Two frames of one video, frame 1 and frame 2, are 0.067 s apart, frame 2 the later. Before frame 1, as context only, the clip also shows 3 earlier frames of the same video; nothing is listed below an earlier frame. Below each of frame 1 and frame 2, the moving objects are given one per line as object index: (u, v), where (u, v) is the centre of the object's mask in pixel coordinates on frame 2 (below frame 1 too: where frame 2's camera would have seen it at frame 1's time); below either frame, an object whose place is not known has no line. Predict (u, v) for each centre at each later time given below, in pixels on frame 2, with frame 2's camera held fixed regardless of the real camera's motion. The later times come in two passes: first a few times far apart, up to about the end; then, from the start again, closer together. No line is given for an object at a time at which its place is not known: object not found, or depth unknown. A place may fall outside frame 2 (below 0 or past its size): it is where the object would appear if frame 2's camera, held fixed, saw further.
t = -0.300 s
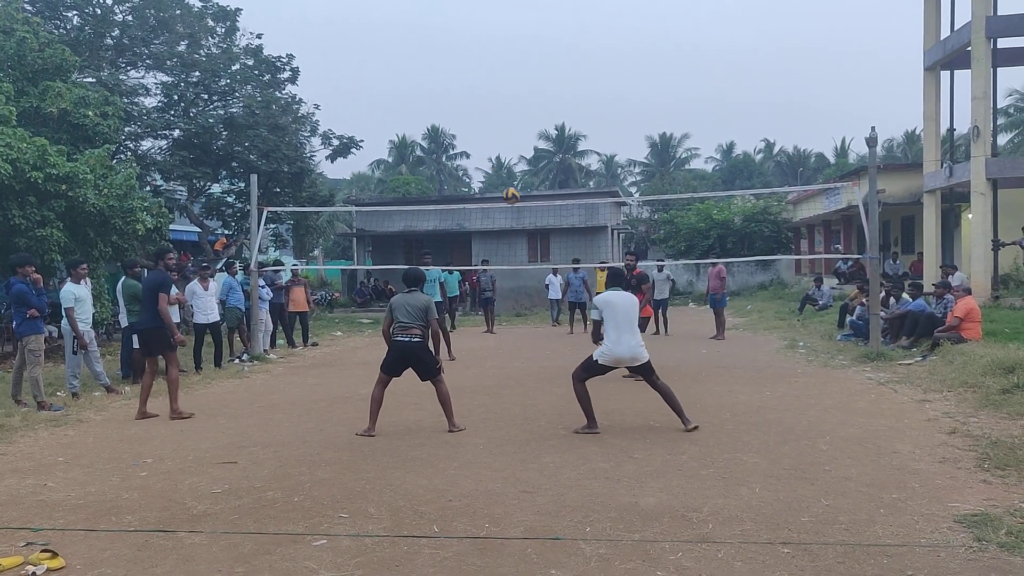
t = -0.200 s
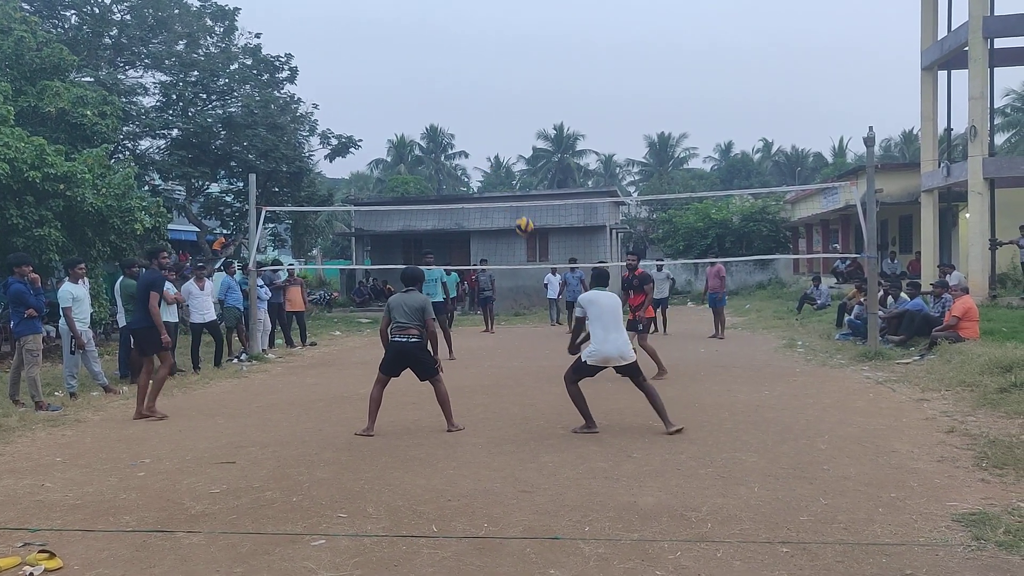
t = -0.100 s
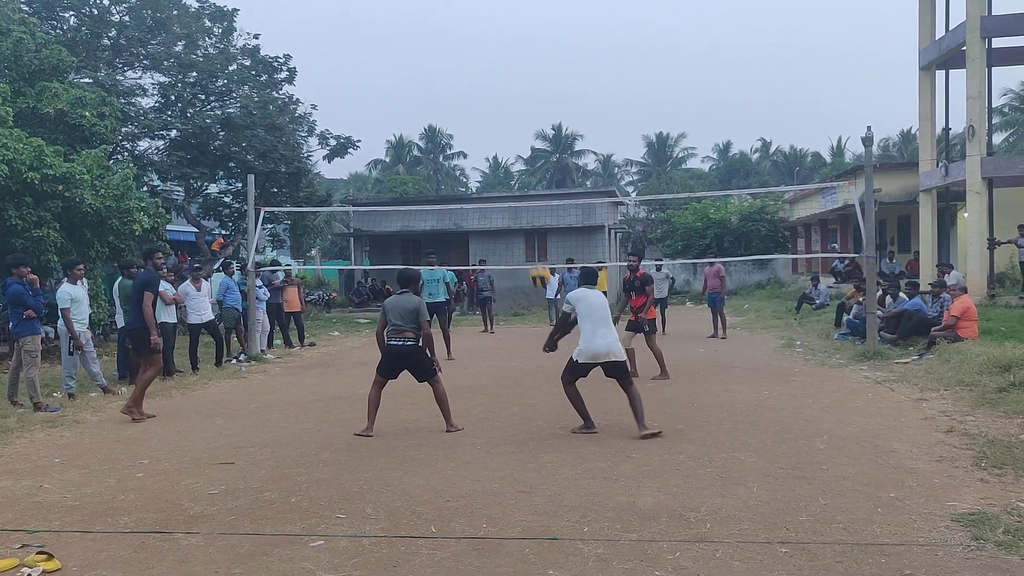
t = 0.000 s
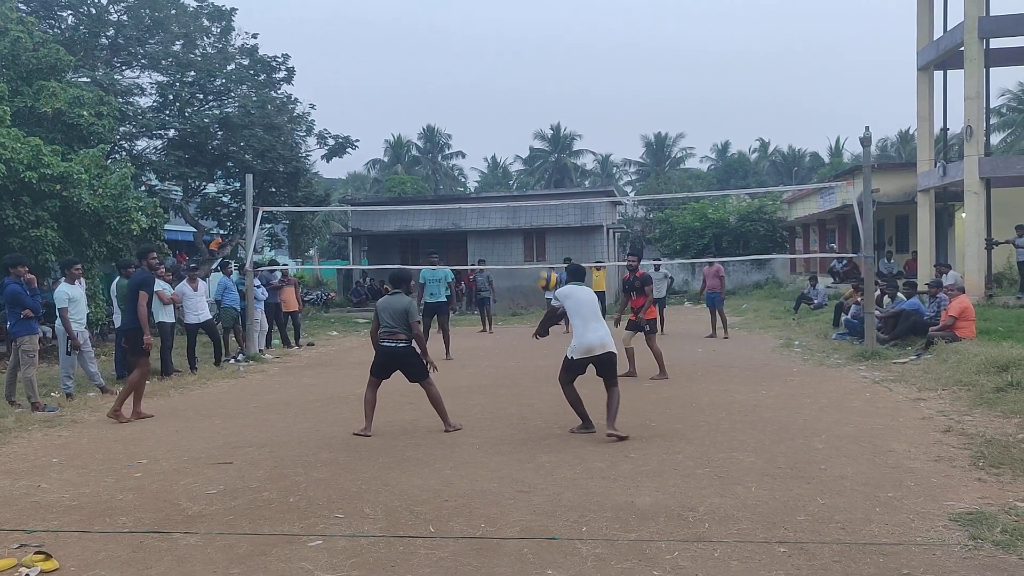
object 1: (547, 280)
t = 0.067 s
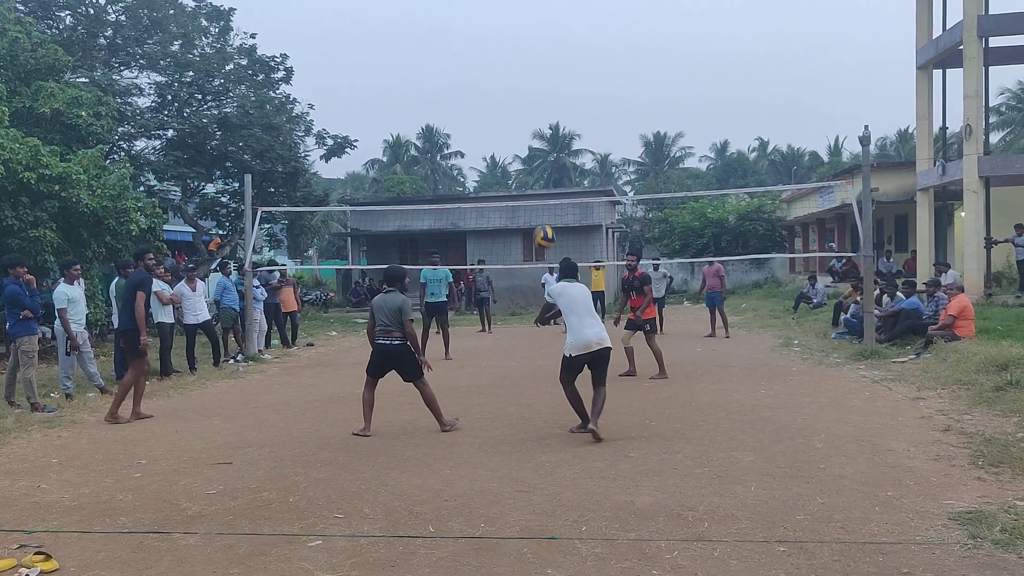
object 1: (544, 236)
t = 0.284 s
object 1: (537, 133)
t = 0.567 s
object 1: (533, 77)
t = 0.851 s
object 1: (531, 90)
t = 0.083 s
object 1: (543, 227)
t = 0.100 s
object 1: (542, 217)
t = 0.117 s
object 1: (541, 207)
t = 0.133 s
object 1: (541, 197)
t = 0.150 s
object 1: (541, 189)
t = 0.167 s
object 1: (540, 180)
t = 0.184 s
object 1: (539, 173)
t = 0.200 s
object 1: (540, 166)
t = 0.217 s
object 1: (539, 159)
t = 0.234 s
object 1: (539, 151)
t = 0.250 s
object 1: (538, 145)
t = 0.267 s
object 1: (537, 139)
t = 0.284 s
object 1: (537, 133)
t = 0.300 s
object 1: (537, 127)
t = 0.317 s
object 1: (536, 122)
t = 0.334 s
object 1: (536, 117)
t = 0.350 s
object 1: (536, 112)
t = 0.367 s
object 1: (536, 108)
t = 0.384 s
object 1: (536, 104)
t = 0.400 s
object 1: (535, 100)
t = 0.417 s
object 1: (535, 97)
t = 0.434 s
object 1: (535, 94)
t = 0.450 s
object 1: (534, 91)
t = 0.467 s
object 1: (534, 88)
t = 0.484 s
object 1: (534, 85)
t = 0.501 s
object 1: (534, 83)
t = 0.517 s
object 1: (534, 81)
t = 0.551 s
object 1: (534, 78)
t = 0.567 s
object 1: (533, 77)
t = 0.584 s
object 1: (533, 76)
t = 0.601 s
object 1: (533, 76)
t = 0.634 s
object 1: (532, 75)
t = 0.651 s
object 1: (532, 75)
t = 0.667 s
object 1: (532, 75)
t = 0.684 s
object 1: (532, 75)
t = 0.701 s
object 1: (532, 75)
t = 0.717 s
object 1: (532, 76)
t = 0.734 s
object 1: (532, 77)
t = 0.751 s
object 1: (532, 79)
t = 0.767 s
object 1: (532, 80)
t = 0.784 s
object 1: (532, 82)
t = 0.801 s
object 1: (532, 84)
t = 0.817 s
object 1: (532, 86)
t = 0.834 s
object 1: (531, 88)
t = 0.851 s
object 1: (531, 90)
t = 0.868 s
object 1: (532, 93)
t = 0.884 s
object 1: (532, 96)
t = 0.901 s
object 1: (532, 99)
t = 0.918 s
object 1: (532, 103)
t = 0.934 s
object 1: (531, 107)
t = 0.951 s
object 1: (531, 110)
